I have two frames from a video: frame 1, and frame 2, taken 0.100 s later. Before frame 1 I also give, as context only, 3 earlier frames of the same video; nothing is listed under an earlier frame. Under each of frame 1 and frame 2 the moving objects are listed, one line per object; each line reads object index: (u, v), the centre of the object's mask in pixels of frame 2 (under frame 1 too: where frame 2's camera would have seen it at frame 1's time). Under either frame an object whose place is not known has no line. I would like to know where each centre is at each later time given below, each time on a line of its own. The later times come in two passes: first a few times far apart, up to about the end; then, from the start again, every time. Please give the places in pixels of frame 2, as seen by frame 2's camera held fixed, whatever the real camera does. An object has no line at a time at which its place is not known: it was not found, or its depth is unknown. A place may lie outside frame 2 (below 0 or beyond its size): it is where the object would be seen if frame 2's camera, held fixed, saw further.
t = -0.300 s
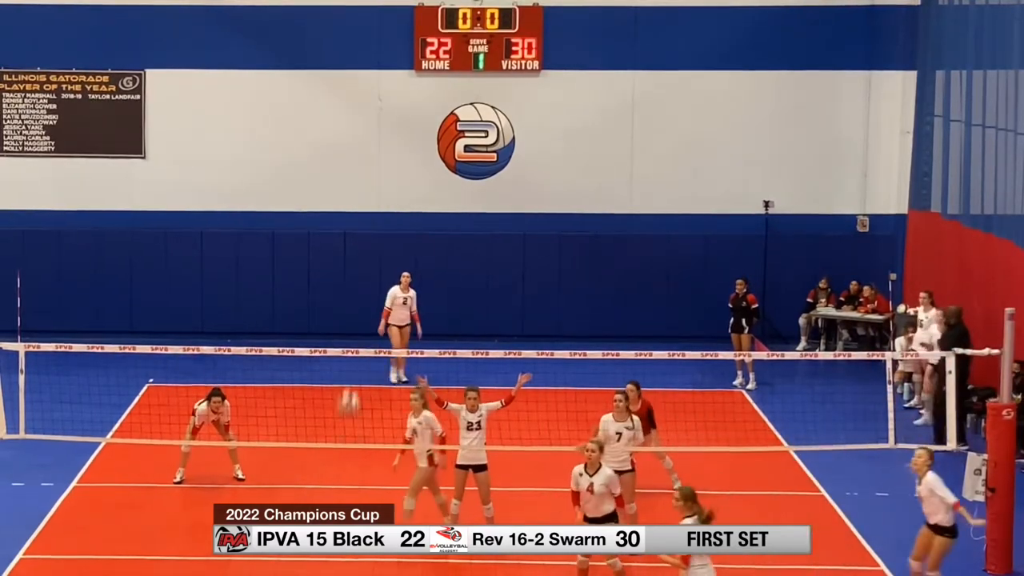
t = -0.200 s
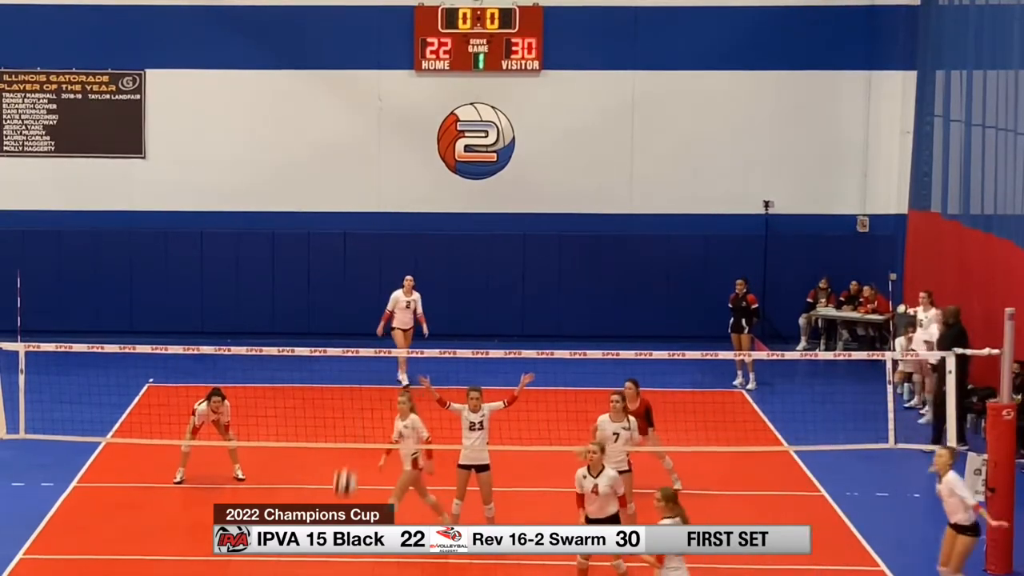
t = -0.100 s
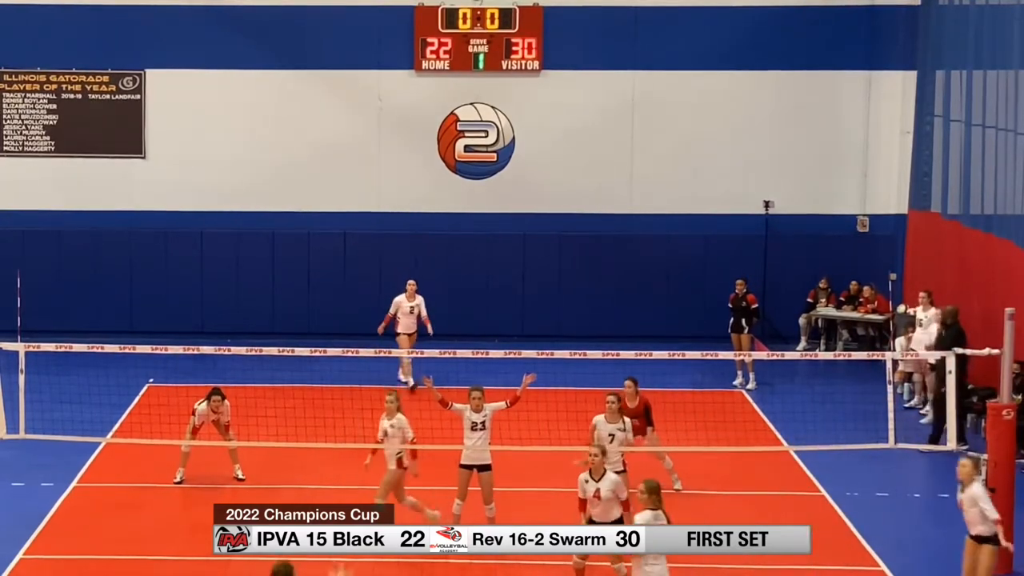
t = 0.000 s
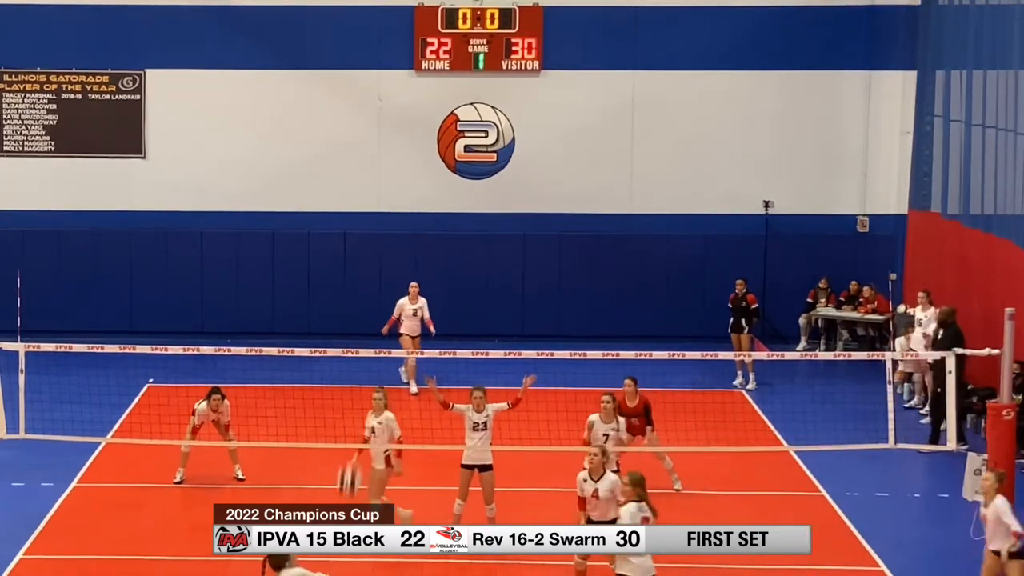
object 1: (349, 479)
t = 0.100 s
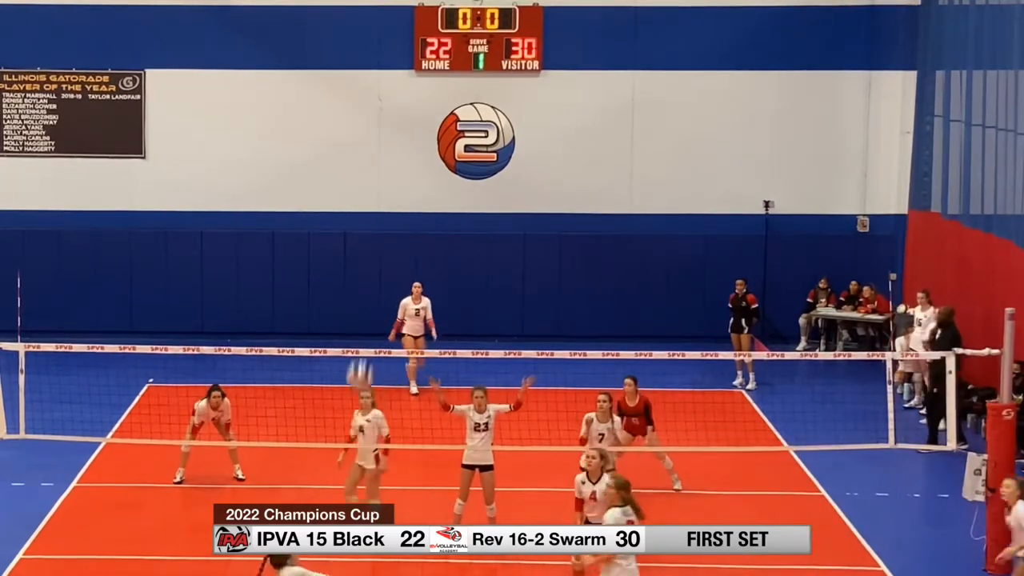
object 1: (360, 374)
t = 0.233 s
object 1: (371, 263)
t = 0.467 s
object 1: (388, 125)
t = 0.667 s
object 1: (402, 66)
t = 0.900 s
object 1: (415, 56)
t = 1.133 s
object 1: (429, 109)
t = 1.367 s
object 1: (440, 210)
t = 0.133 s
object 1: (362, 343)
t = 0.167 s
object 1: (365, 316)
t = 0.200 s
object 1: (368, 289)
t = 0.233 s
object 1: (371, 263)
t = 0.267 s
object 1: (374, 239)
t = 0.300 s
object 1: (376, 217)
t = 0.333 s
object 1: (379, 194)
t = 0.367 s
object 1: (382, 176)
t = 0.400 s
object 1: (384, 157)
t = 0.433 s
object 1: (386, 141)
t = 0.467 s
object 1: (388, 125)
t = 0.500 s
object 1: (391, 113)
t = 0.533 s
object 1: (393, 101)
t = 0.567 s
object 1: (395, 90)
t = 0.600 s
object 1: (397, 80)
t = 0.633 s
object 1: (399, 72)
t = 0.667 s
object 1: (402, 66)
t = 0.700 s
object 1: (404, 61)
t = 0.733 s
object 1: (406, 57)
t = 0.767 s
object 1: (408, 55)
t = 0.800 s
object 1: (410, 54)
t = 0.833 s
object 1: (412, 54)
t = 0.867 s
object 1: (414, 55)
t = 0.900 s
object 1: (415, 56)
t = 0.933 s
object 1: (418, 60)
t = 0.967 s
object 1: (420, 66)
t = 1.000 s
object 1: (422, 72)
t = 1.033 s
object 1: (424, 79)
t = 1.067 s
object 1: (425, 87)
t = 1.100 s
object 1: (427, 97)
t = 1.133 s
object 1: (429, 109)
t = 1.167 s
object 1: (430, 121)
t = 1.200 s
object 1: (433, 132)
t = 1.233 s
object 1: (434, 145)
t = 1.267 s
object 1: (436, 160)
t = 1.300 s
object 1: (435, 177)
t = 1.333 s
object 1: (439, 192)
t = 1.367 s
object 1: (440, 210)
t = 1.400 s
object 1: (441, 228)
